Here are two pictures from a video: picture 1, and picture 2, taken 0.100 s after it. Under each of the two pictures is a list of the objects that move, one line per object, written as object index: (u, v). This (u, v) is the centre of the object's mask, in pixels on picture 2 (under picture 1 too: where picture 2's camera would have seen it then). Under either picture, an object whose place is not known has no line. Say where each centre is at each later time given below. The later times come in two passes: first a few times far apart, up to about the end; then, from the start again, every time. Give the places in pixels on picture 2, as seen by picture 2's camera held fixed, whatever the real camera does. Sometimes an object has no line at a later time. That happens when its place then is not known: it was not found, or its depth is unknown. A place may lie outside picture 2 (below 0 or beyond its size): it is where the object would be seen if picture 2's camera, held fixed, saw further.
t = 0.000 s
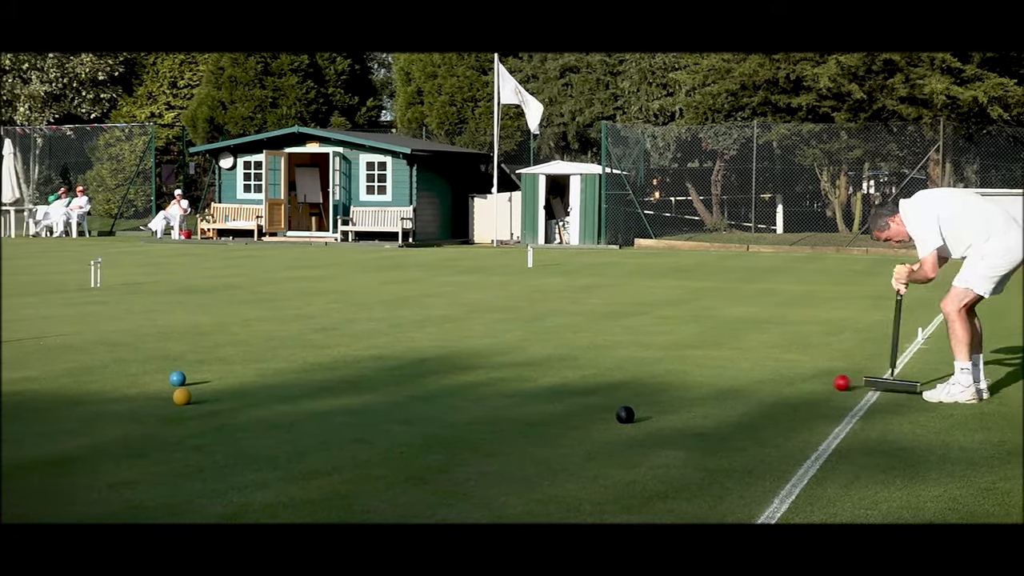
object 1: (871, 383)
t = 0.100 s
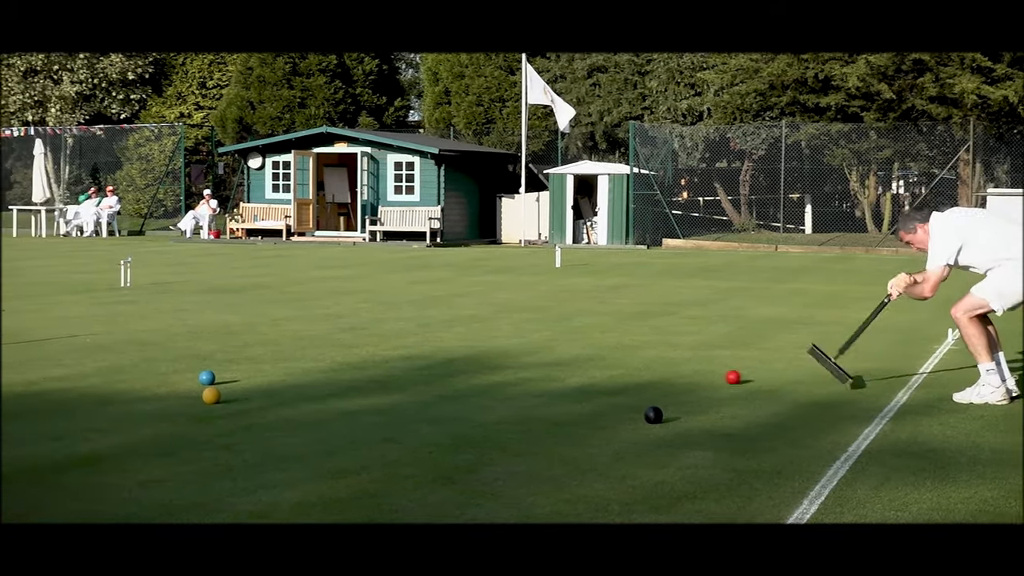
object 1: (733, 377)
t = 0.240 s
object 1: (572, 371)
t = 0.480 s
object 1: (367, 360)
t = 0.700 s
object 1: (210, 351)
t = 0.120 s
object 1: (709, 374)
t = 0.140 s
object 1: (686, 372)
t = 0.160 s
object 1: (662, 371)
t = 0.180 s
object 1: (640, 370)
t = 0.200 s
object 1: (617, 370)
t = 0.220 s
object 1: (595, 370)
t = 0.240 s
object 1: (572, 371)
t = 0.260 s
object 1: (553, 370)
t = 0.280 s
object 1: (534, 368)
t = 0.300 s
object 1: (516, 367)
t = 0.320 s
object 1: (498, 366)
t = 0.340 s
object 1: (480, 365)
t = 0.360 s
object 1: (462, 365)
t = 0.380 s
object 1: (446, 365)
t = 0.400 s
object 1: (429, 363)
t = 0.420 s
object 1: (414, 361)
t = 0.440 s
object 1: (398, 360)
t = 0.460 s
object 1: (383, 360)
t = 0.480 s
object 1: (367, 360)
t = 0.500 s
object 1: (352, 360)
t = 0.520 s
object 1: (338, 358)
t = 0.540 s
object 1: (323, 356)
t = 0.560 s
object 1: (308, 355)
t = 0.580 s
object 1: (294, 355)
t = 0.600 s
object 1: (280, 355)
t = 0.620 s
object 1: (265, 355)
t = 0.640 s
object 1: (251, 353)
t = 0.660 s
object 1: (237, 352)
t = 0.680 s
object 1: (224, 351)
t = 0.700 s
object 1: (210, 351)
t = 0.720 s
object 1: (196, 351)
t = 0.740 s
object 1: (183, 350)
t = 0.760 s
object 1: (169, 348)
